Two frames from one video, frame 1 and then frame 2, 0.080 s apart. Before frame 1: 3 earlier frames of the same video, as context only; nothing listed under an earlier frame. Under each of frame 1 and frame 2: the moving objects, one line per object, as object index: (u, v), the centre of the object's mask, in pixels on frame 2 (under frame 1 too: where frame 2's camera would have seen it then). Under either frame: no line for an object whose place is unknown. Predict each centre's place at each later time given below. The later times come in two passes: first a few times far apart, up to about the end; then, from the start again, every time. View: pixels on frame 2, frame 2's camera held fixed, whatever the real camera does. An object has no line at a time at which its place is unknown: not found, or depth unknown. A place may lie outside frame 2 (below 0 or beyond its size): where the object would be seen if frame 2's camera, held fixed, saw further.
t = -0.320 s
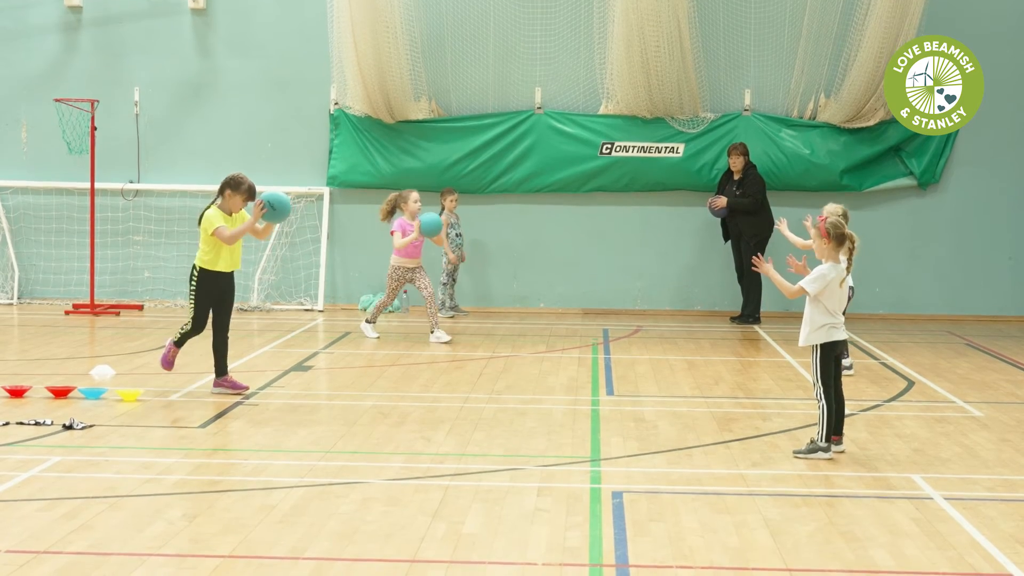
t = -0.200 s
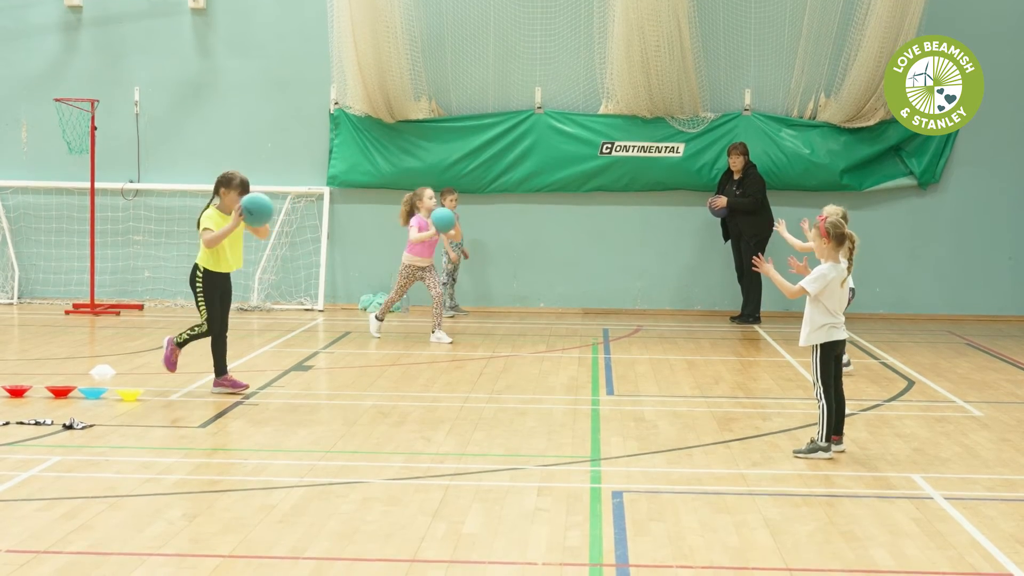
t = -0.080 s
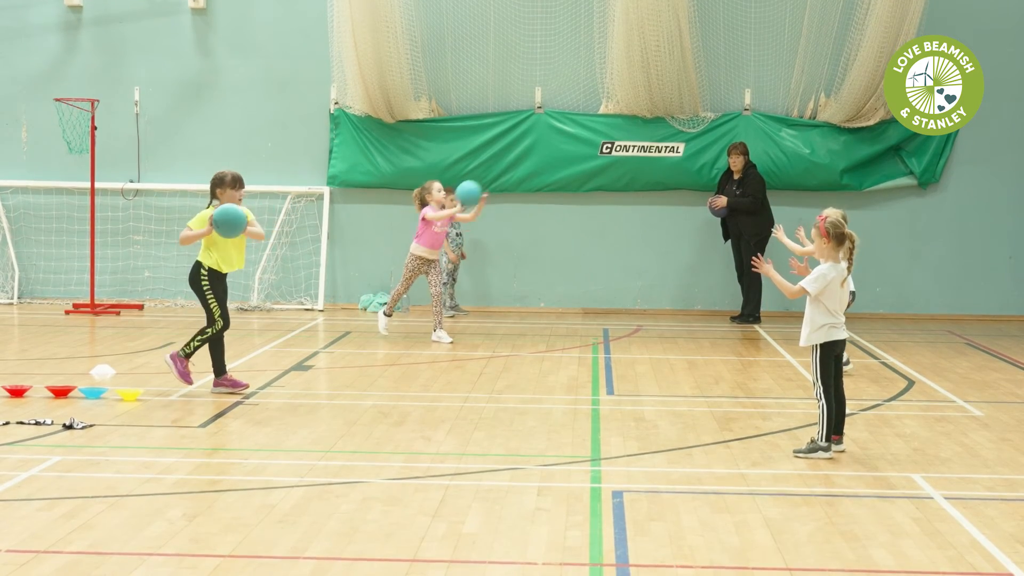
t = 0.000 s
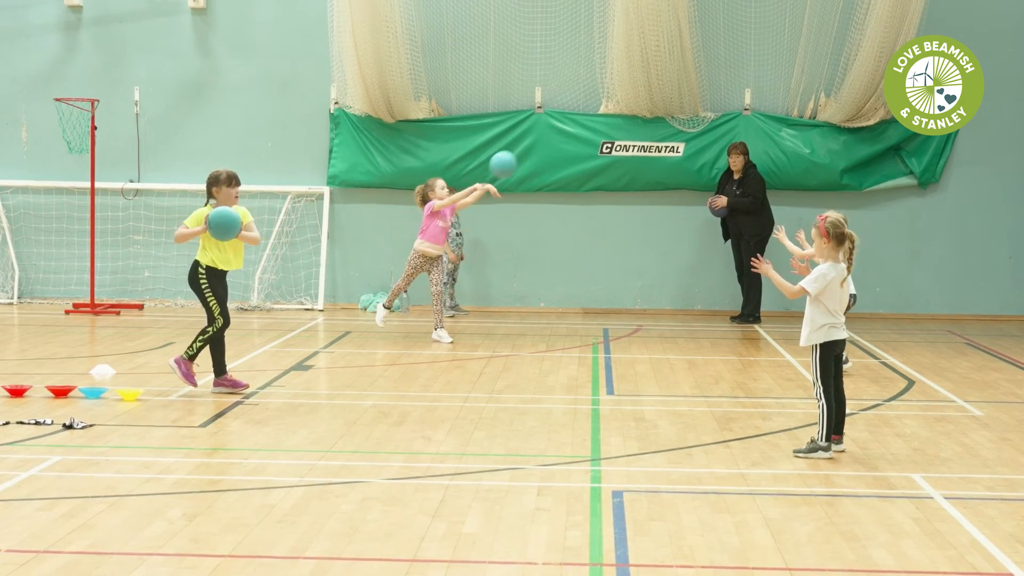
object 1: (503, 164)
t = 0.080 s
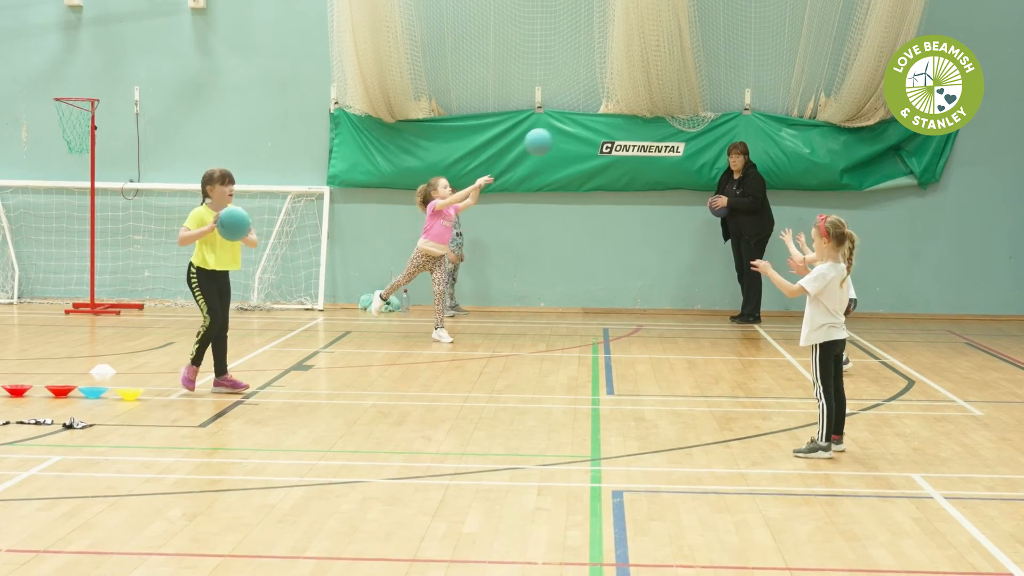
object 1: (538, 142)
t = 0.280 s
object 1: (628, 119)
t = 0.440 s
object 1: (701, 139)
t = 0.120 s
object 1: (556, 133)
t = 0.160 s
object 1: (574, 127)
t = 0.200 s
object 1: (592, 122)
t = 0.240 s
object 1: (609, 119)
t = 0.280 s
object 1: (628, 119)
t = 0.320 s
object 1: (646, 121)
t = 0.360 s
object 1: (664, 125)
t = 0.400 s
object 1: (683, 131)
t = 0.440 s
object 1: (701, 139)
